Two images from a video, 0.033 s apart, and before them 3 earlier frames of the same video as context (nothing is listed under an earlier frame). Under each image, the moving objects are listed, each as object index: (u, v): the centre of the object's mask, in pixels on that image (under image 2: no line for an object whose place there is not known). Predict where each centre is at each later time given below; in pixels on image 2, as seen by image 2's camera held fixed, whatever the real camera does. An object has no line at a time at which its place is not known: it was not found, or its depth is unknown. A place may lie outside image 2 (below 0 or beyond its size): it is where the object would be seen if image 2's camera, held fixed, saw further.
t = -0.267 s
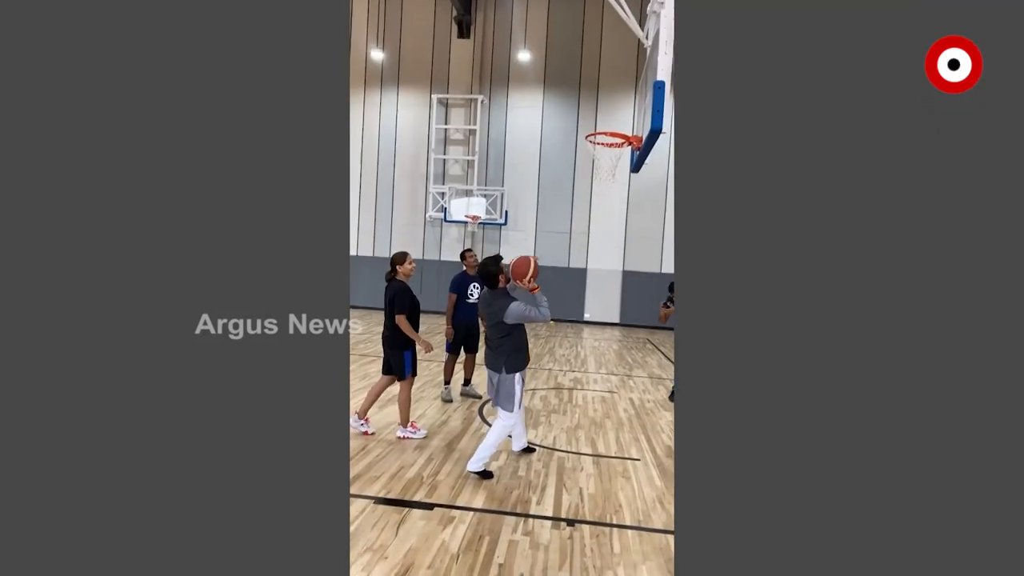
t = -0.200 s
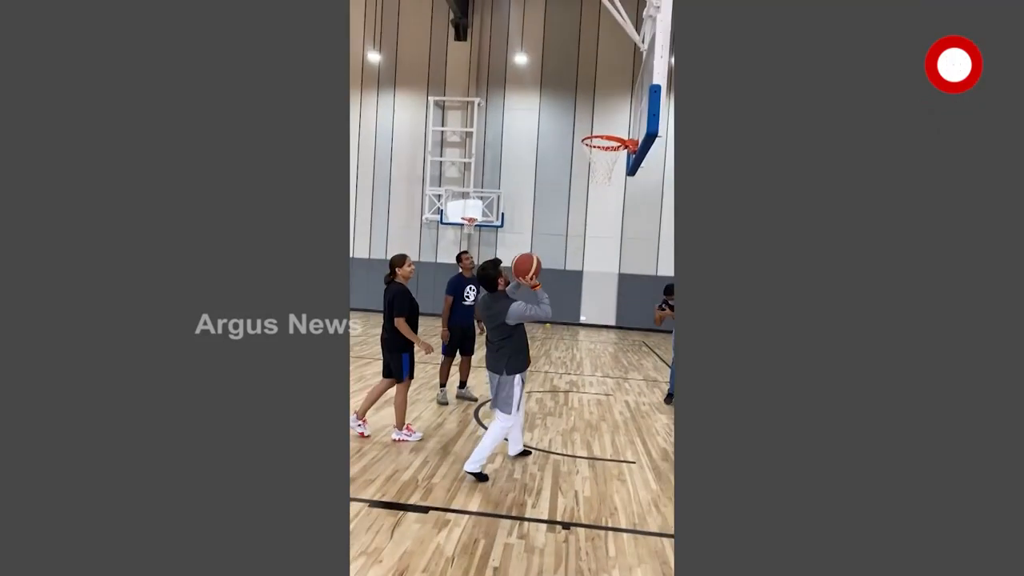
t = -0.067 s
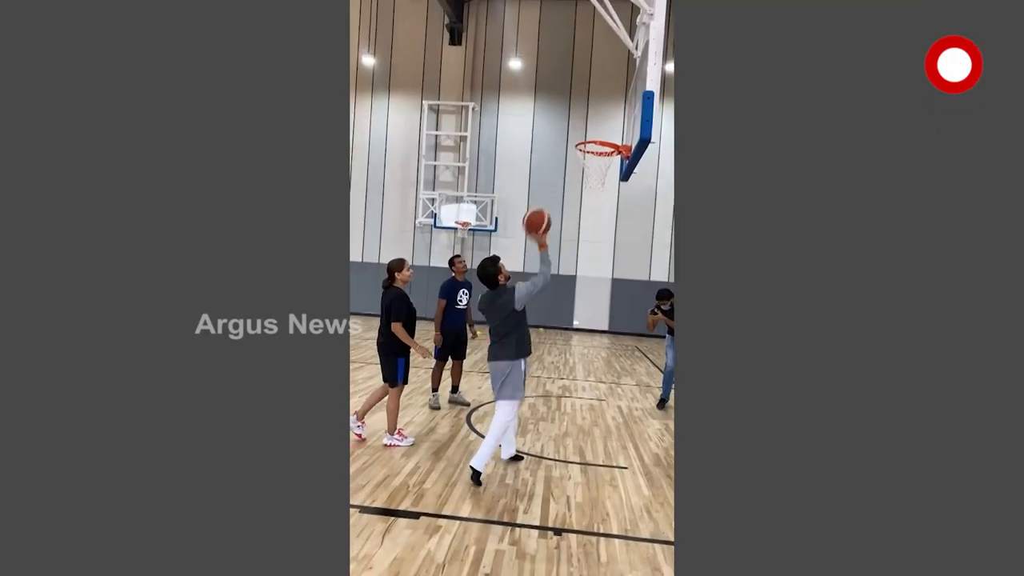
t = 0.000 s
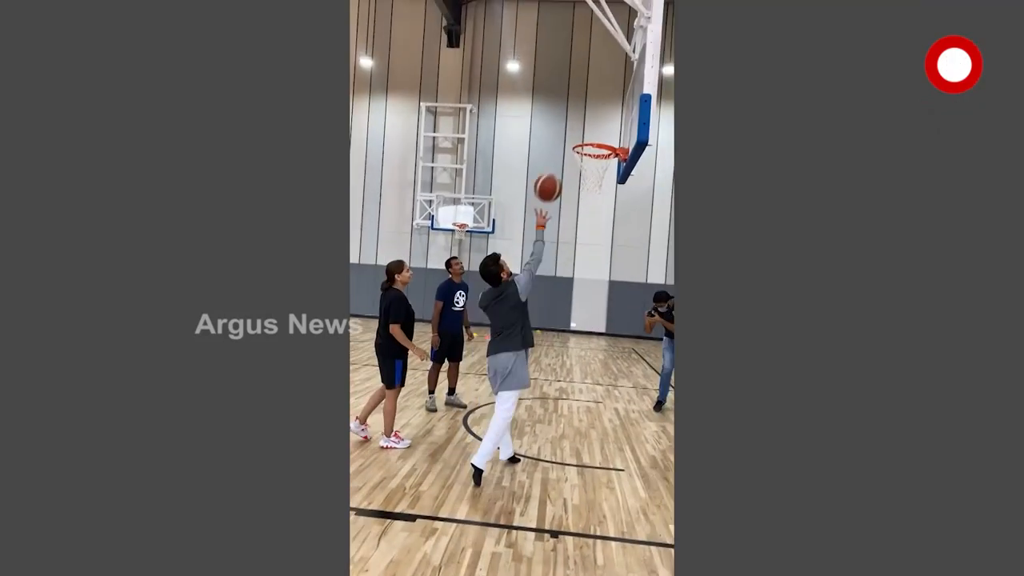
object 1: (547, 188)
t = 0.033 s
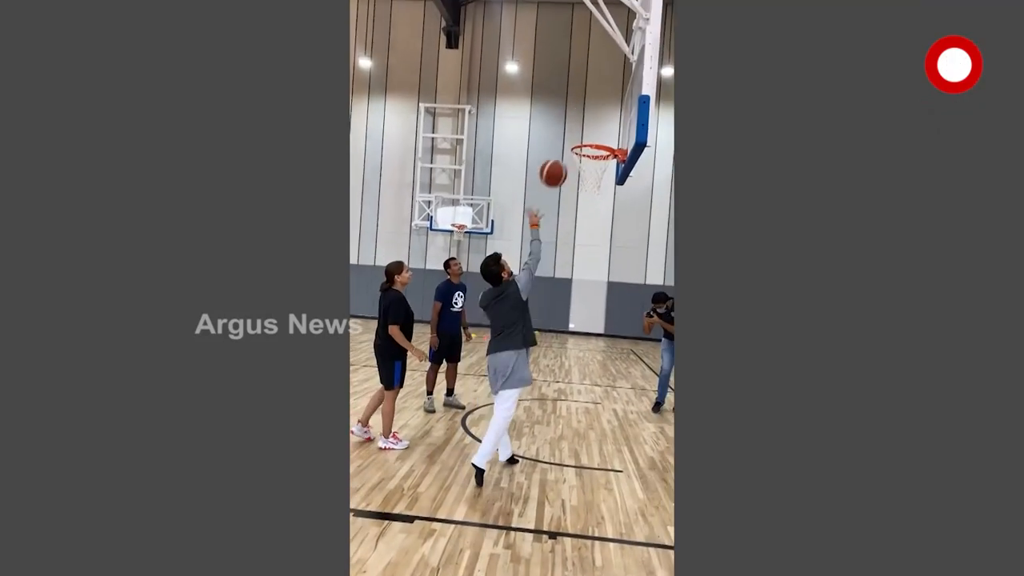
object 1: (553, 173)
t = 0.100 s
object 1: (570, 143)
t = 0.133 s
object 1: (576, 131)
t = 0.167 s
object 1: (583, 126)
